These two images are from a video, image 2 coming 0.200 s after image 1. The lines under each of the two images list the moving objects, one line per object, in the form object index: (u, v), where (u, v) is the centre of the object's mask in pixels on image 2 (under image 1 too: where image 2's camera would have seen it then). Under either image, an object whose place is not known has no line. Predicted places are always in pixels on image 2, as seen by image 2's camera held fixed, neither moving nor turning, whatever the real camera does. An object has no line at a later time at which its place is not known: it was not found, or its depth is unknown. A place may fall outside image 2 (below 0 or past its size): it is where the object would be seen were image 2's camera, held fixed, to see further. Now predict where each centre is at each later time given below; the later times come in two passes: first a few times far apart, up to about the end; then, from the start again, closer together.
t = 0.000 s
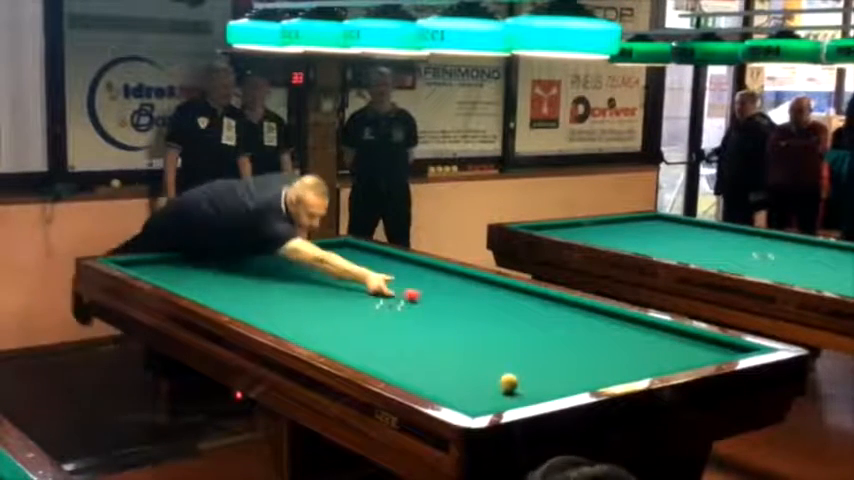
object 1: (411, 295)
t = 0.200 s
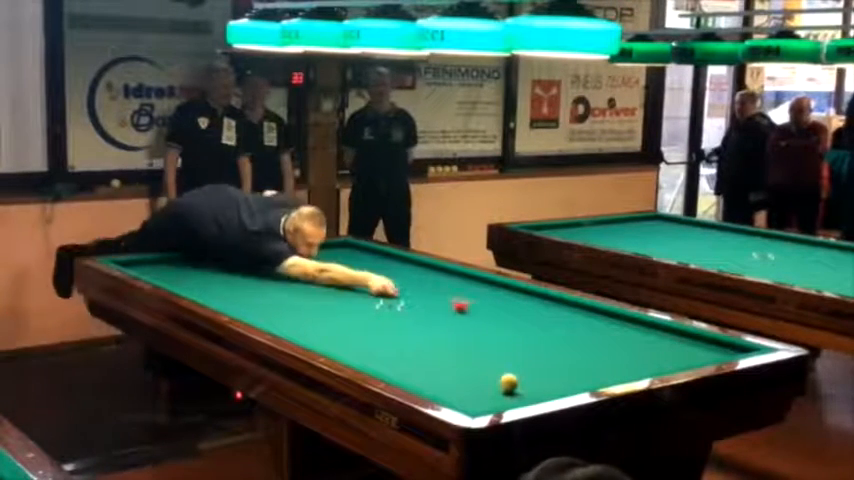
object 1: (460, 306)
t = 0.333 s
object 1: (491, 312)
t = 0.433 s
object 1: (517, 317)
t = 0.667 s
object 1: (576, 327)
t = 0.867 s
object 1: (632, 340)
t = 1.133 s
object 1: (711, 354)
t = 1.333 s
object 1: (693, 347)
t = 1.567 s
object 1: (667, 336)
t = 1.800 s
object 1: (644, 327)
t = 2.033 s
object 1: (623, 319)
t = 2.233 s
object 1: (605, 313)
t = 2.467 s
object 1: (579, 308)
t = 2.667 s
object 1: (559, 303)
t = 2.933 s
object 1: (533, 297)
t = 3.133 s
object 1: (514, 293)
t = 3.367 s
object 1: (494, 289)
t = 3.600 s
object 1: (475, 284)
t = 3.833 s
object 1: (456, 281)
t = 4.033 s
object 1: (441, 278)
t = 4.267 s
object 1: (425, 274)
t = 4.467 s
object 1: (413, 271)
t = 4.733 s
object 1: (393, 266)
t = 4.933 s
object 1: (380, 264)
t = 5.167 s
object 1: (369, 262)
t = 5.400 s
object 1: (355, 260)
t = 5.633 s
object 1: (344, 256)
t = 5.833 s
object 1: (330, 254)
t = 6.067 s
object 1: (320, 252)
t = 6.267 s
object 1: (310, 249)
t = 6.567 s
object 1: (298, 248)
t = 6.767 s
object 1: (298, 248)
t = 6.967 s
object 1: (301, 249)
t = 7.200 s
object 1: (303, 250)
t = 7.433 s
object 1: (307, 252)
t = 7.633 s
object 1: (308, 253)
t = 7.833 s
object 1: (310, 254)
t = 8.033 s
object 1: (312, 255)
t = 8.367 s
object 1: (314, 256)
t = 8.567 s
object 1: (316, 258)
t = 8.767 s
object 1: (318, 259)
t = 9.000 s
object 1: (319, 259)
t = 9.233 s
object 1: (320, 260)
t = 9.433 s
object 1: (321, 261)
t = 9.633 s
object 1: (321, 261)
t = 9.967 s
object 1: (323, 262)
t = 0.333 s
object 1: (491, 312)
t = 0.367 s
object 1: (499, 314)
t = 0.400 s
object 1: (508, 315)
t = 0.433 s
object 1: (517, 317)
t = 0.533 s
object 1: (542, 321)
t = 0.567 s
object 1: (549, 323)
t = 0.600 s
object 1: (559, 324)
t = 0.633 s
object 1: (567, 326)
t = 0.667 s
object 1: (576, 327)
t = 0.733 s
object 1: (594, 332)
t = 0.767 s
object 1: (602, 334)
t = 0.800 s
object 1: (613, 336)
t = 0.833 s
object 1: (622, 337)
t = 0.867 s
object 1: (632, 340)
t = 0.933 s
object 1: (650, 343)
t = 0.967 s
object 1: (660, 345)
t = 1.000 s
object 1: (670, 347)
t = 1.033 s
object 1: (680, 349)
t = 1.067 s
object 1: (689, 351)
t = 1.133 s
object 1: (711, 354)
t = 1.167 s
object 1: (720, 354)
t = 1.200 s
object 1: (716, 353)
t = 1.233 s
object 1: (710, 352)
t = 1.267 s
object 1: (705, 350)
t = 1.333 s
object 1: (693, 347)
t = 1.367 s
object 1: (689, 345)
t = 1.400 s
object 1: (685, 343)
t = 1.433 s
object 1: (680, 341)
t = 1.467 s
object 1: (677, 340)
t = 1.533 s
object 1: (670, 337)
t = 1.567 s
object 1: (667, 336)
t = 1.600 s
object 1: (664, 335)
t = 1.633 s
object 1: (661, 334)
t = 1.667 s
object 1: (657, 333)
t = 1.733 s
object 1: (651, 330)
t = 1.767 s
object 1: (647, 329)
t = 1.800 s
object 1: (644, 327)
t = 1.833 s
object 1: (641, 326)
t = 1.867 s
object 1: (638, 325)
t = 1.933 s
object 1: (632, 322)
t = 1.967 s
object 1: (629, 321)
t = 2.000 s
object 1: (626, 320)
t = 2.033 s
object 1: (623, 319)
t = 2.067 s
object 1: (620, 318)
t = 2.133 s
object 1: (615, 316)
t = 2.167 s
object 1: (612, 314)
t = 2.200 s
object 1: (608, 314)
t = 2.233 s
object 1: (605, 313)
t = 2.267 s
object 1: (601, 312)
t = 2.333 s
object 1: (593, 310)
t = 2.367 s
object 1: (590, 310)
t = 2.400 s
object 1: (586, 309)
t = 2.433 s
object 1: (583, 308)
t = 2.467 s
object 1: (579, 308)
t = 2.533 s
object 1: (572, 306)
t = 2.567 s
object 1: (569, 306)
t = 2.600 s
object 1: (565, 305)
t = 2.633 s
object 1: (562, 304)
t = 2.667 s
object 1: (559, 303)
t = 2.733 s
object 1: (552, 301)
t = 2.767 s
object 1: (549, 301)
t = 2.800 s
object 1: (547, 300)
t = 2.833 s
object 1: (541, 300)
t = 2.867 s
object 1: (539, 299)
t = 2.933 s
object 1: (533, 297)
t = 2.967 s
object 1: (530, 297)
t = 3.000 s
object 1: (527, 296)
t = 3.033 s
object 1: (524, 295)
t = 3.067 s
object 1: (521, 294)
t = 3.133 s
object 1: (514, 293)
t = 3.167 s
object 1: (511, 293)
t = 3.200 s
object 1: (509, 292)
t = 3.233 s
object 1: (506, 291)
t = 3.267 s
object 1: (503, 290)
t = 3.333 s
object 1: (497, 289)
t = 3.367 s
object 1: (494, 289)
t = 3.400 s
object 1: (492, 288)
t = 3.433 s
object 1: (489, 288)
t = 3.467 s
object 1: (486, 287)
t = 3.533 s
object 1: (481, 286)
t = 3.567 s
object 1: (478, 285)
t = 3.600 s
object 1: (475, 284)
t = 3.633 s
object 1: (473, 284)
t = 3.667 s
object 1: (470, 283)
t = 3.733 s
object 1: (464, 282)
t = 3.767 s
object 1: (461, 281)
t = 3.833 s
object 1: (456, 281)
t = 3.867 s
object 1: (453, 280)
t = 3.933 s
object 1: (449, 279)
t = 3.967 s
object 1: (446, 279)
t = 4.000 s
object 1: (445, 279)
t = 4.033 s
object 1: (441, 278)
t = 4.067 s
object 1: (439, 277)
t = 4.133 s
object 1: (434, 277)
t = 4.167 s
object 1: (431, 276)
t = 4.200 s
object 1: (431, 275)
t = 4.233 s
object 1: (429, 276)
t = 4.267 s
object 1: (425, 274)
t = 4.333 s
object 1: (419, 273)
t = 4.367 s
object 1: (417, 273)
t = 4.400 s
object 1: (417, 272)
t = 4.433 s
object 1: (413, 271)
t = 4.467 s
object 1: (413, 271)
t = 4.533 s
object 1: (406, 270)
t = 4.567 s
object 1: (405, 269)
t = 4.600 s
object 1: (404, 269)
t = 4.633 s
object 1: (399, 268)
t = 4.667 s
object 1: (399, 268)
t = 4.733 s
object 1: (393, 266)
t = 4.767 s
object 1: (390, 266)
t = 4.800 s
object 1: (389, 266)
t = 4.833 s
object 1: (388, 266)
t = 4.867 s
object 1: (386, 266)
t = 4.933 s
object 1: (380, 264)
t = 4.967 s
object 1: (377, 264)
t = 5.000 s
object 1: (376, 264)
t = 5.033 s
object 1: (375, 263)
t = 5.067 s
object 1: (372, 263)
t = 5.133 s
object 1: (369, 262)
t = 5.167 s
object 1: (369, 262)
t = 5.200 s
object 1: (366, 262)
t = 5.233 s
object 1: (364, 261)
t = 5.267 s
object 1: (362, 262)
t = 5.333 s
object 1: (358, 261)
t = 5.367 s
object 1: (356, 260)
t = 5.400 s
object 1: (355, 260)
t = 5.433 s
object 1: (351, 259)
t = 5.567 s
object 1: (346, 257)
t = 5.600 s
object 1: (346, 257)
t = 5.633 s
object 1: (344, 256)
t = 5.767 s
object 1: (335, 255)
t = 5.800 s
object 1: (335, 255)
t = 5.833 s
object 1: (330, 254)
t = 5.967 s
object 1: (325, 253)
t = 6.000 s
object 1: (324, 253)
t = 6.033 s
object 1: (323, 253)
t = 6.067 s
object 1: (320, 252)
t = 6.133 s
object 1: (316, 251)
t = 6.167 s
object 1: (316, 251)
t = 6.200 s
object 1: (314, 250)
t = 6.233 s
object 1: (313, 250)
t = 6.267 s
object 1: (310, 249)
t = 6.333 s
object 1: (306, 249)
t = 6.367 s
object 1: (304, 249)
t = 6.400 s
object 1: (304, 249)
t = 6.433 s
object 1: (303, 249)
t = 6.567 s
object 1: (298, 248)
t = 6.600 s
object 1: (298, 248)
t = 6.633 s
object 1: (298, 248)
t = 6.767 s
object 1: (298, 248)
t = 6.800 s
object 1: (298, 248)
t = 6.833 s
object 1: (300, 248)
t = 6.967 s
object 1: (301, 249)
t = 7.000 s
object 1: (302, 249)
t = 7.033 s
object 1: (302, 250)
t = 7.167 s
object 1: (303, 250)
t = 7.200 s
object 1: (303, 250)
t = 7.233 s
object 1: (303, 250)
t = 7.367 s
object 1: (306, 252)
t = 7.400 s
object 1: (306, 252)
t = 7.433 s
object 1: (307, 252)
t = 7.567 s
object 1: (308, 253)
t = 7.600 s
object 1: (307, 253)
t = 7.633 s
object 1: (308, 253)
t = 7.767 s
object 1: (309, 253)
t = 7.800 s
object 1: (309, 253)
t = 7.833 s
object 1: (310, 254)
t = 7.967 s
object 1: (311, 254)
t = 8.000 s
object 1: (311, 254)
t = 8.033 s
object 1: (312, 255)
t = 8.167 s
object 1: (312, 256)
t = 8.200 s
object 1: (313, 256)
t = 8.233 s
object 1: (313, 256)
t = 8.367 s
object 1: (314, 256)
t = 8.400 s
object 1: (315, 257)
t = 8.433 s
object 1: (315, 257)
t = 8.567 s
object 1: (316, 258)
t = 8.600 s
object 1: (316, 258)
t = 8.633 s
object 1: (317, 258)
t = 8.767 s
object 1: (318, 259)
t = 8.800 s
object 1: (318, 258)
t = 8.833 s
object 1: (318, 259)
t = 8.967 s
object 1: (319, 259)
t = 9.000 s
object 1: (319, 259)
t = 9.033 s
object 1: (319, 259)
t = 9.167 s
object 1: (319, 259)
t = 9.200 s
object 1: (320, 260)
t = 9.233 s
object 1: (320, 260)
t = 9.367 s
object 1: (321, 261)
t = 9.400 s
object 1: (321, 261)
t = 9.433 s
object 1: (321, 261)
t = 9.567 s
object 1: (321, 261)
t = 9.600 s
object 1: (321, 261)
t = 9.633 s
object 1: (321, 261)
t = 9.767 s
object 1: (322, 262)
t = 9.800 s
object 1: (322, 262)
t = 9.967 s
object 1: (323, 262)
